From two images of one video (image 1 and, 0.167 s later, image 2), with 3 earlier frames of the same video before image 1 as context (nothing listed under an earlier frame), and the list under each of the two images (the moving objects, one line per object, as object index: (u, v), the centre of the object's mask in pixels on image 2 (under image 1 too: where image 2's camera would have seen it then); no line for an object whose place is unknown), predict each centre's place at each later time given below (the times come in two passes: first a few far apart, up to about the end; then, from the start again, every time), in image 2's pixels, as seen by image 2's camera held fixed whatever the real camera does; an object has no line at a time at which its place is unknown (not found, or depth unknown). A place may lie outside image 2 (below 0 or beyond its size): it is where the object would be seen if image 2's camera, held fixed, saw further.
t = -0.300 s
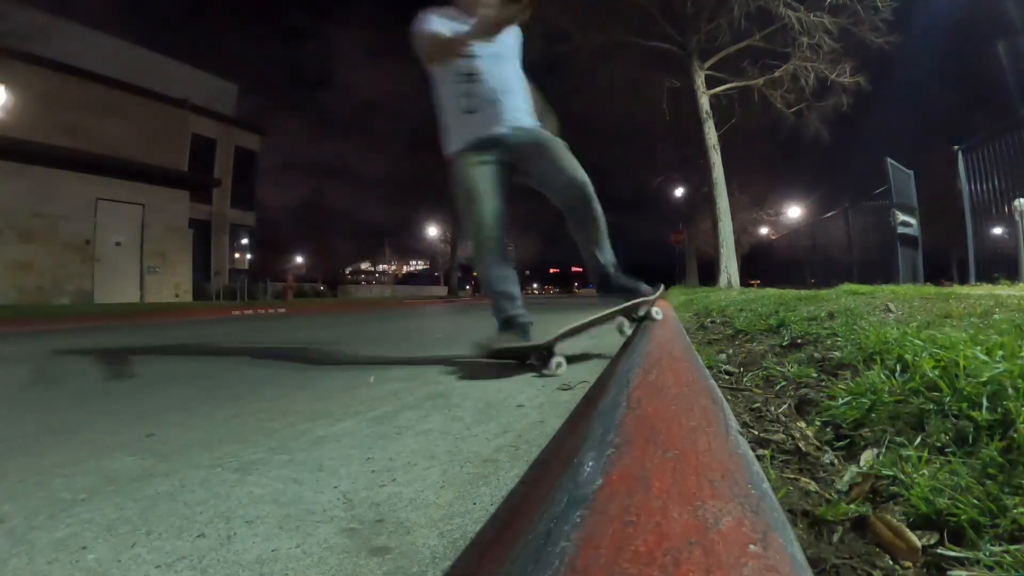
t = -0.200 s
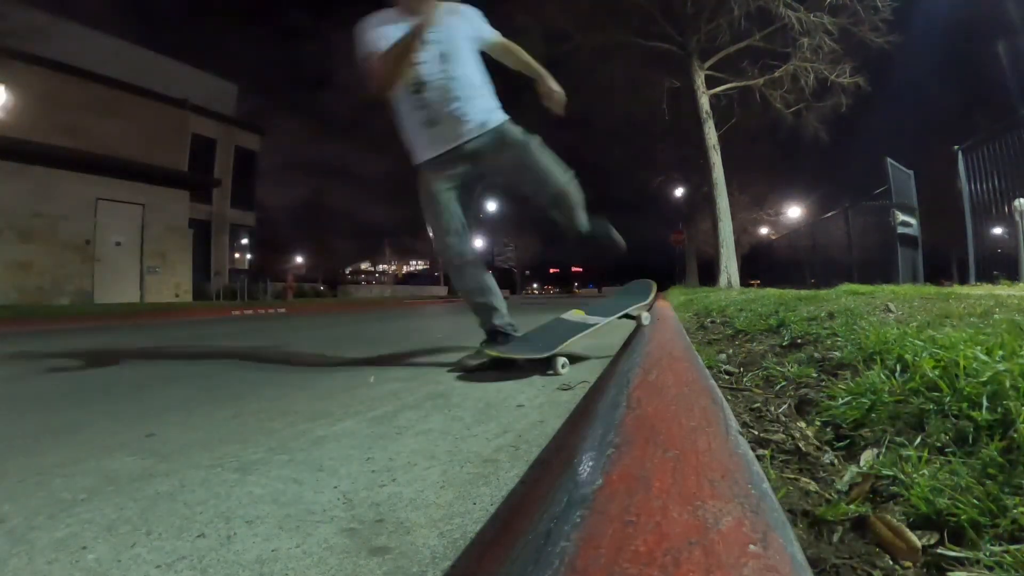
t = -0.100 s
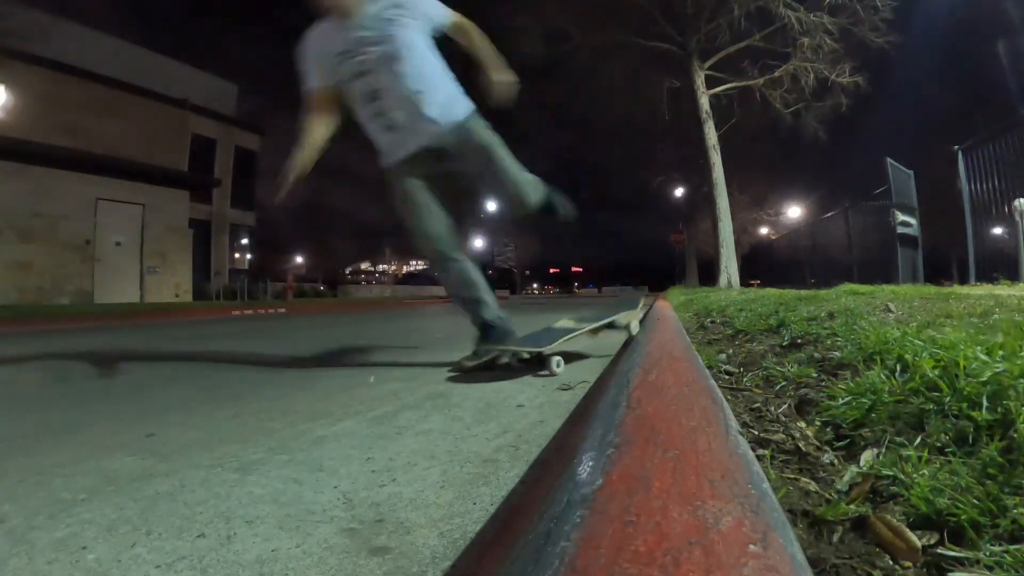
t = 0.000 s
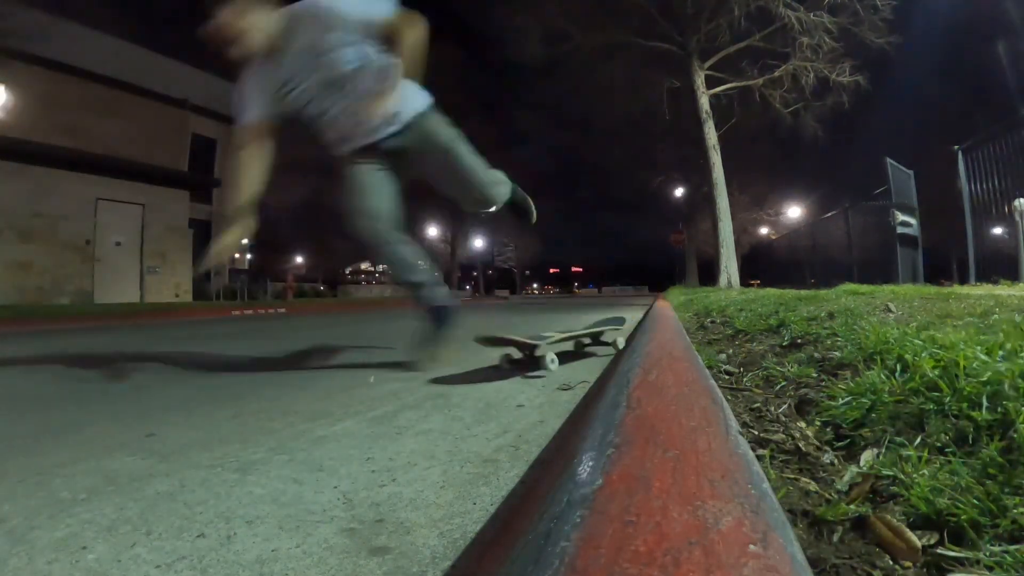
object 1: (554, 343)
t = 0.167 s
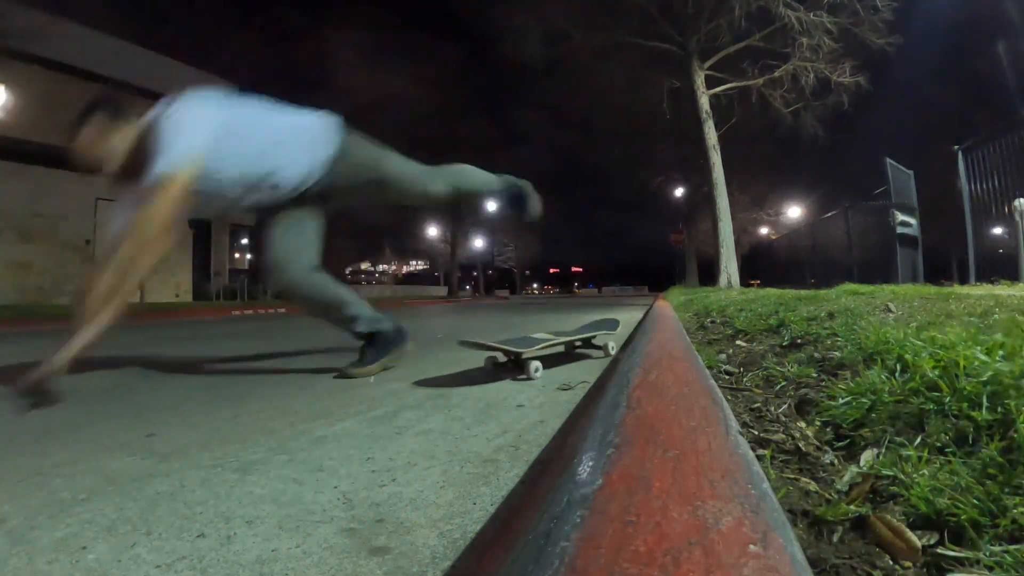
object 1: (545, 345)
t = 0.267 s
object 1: (539, 347)
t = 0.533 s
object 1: (517, 351)
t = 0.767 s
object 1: (497, 355)
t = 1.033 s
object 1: (471, 359)
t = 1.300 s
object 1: (444, 363)
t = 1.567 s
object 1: (414, 368)
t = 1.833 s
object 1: (382, 372)
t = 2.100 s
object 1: (349, 376)
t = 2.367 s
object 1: (315, 380)
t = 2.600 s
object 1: (280, 384)
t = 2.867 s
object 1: (243, 388)
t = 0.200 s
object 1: (543, 346)
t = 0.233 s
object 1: (540, 347)
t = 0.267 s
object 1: (539, 347)
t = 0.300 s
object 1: (536, 348)
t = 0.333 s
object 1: (534, 348)
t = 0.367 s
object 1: (531, 349)
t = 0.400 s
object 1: (528, 349)
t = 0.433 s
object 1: (526, 350)
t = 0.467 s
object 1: (523, 350)
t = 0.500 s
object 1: (520, 351)
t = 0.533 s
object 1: (517, 351)
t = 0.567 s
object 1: (514, 352)
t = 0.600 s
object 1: (514, 351)
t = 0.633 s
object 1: (510, 352)
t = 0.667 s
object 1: (505, 354)
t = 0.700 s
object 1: (503, 354)
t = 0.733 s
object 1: (500, 354)
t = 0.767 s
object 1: (497, 355)
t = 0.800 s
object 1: (493, 356)
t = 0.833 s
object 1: (491, 356)
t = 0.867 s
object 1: (488, 356)
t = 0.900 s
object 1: (485, 357)
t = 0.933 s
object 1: (481, 357)
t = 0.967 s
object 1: (478, 358)
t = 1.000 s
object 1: (475, 358)
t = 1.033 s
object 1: (471, 359)
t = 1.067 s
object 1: (469, 359)
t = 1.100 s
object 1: (465, 360)
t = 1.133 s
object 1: (462, 360)
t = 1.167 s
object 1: (458, 361)
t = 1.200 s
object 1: (455, 362)
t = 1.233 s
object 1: (451, 362)
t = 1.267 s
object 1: (447, 363)
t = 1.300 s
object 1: (444, 363)
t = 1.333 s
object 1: (440, 364)
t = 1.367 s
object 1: (437, 365)
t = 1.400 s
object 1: (433, 365)
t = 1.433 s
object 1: (429, 365)
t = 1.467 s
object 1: (425, 366)
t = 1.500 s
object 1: (421, 367)
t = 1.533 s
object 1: (418, 367)
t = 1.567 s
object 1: (414, 368)
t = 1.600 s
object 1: (410, 368)
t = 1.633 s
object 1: (407, 369)
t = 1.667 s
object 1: (403, 369)
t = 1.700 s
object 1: (398, 370)
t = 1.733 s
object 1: (395, 370)
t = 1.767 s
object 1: (391, 371)
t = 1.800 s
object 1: (387, 371)
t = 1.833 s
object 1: (382, 372)
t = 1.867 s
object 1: (377, 372)
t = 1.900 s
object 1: (374, 373)
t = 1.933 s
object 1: (370, 373)
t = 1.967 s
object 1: (364, 374)
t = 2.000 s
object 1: (360, 374)
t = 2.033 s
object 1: (357, 375)
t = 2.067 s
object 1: (353, 375)
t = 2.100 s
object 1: (349, 376)
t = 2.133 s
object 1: (343, 377)
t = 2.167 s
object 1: (340, 377)
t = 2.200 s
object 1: (335, 378)
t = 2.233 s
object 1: (331, 378)
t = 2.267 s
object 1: (326, 378)
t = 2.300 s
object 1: (321, 379)
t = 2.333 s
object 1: (317, 380)
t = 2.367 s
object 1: (315, 380)
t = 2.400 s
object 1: (310, 381)
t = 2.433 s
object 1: (305, 381)
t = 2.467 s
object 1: (300, 382)
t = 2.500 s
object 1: (295, 383)
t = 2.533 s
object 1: (290, 383)
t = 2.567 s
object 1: (285, 383)
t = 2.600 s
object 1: (280, 384)
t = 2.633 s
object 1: (277, 385)
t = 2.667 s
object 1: (271, 385)
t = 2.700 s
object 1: (267, 386)
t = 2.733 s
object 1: (262, 386)
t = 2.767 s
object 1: (256, 387)
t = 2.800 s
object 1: (252, 387)
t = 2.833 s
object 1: (248, 388)
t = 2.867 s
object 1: (243, 388)
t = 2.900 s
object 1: (239, 389)
